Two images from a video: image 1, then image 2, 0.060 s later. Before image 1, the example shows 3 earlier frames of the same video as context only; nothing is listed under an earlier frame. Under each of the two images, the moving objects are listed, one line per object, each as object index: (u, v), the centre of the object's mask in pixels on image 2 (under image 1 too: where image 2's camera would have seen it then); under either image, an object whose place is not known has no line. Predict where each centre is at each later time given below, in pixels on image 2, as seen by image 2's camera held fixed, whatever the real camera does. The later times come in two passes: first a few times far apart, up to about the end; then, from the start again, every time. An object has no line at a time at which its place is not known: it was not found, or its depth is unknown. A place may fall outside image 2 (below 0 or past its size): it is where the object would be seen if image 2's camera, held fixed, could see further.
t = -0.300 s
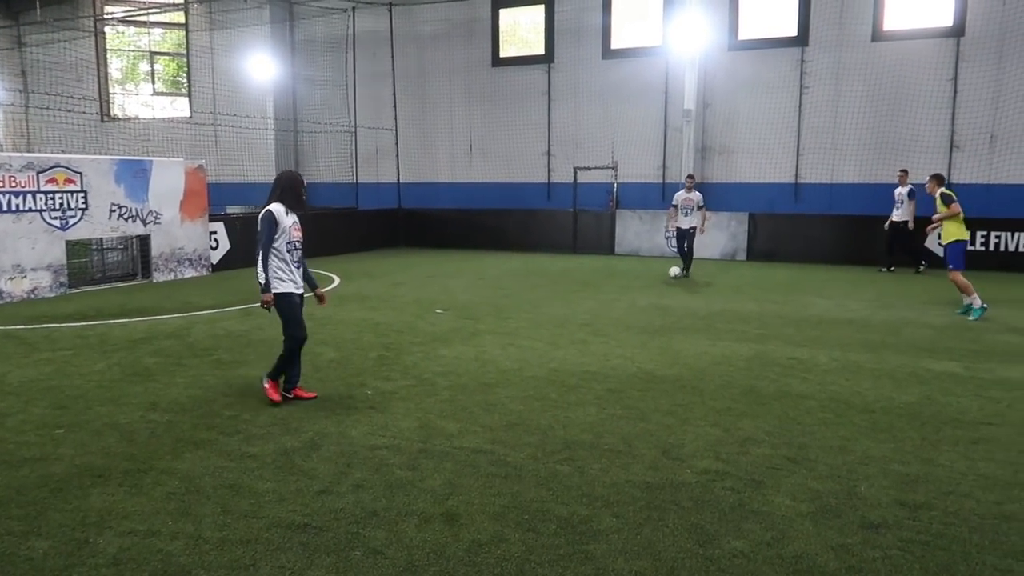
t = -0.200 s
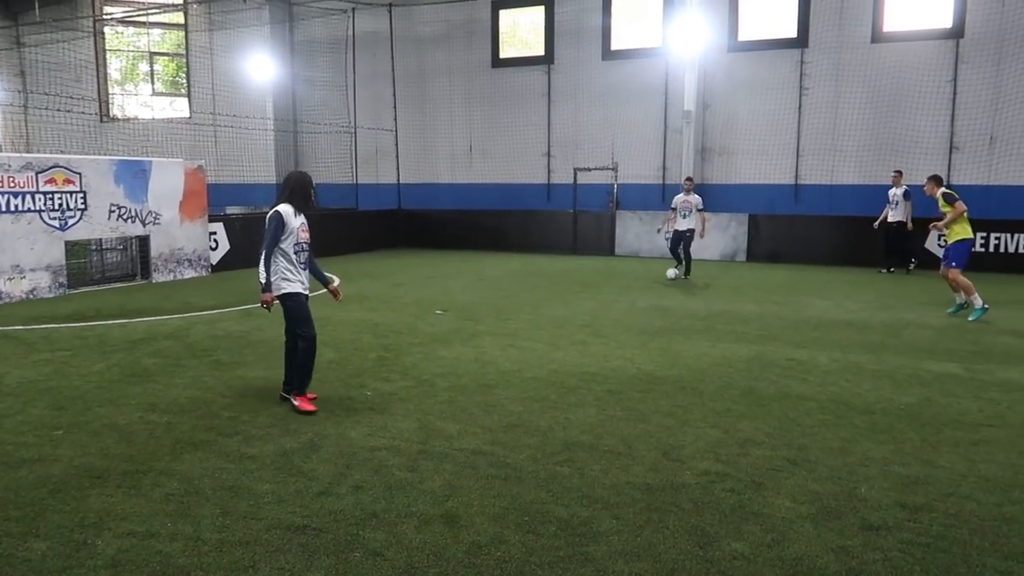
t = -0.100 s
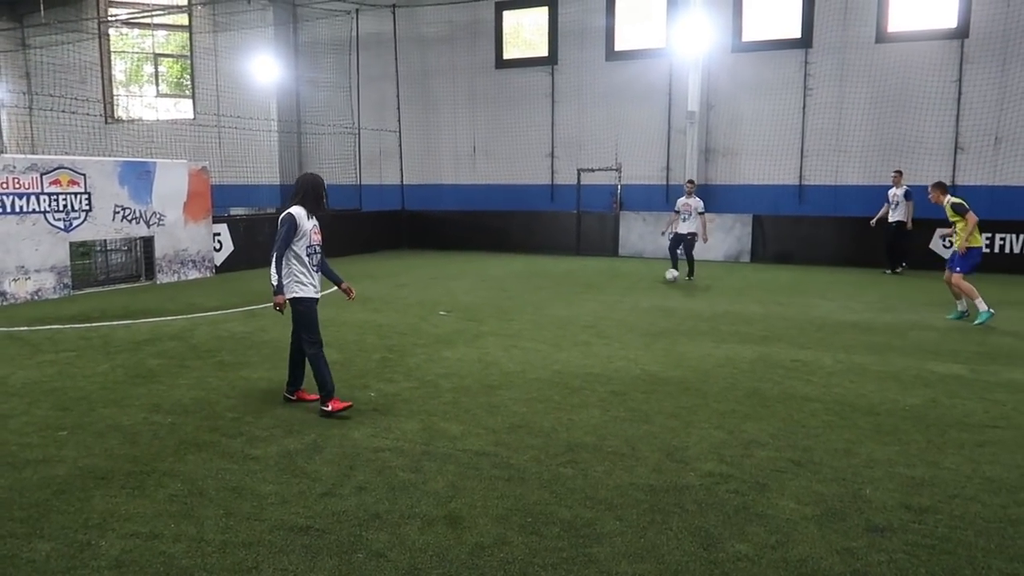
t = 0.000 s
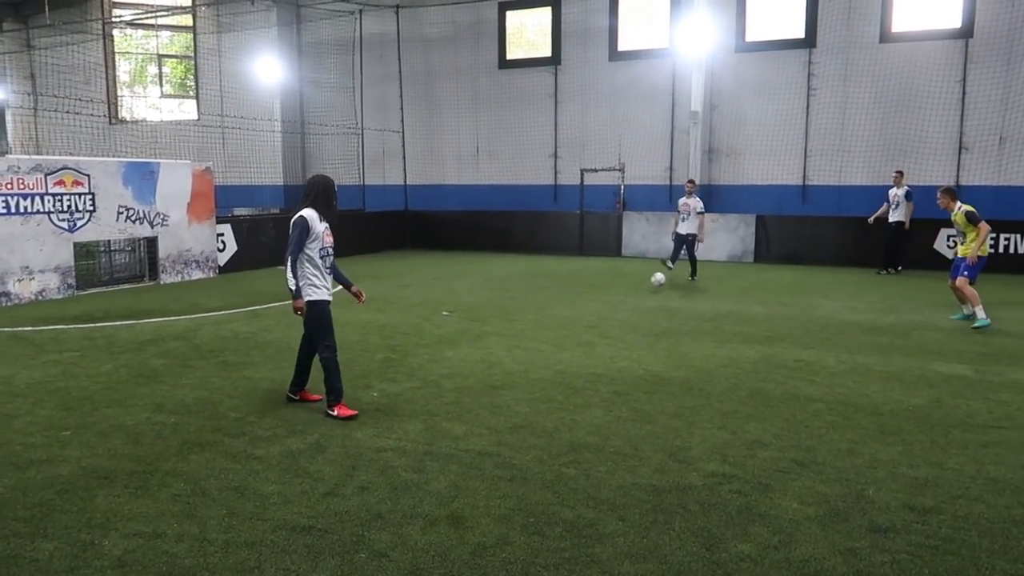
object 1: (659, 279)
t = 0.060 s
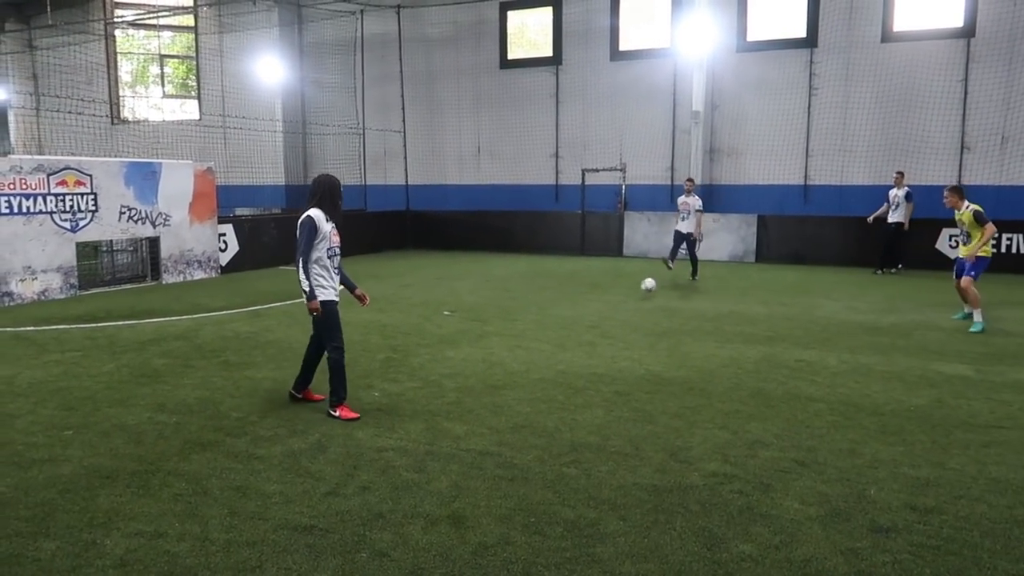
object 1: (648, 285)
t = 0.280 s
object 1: (602, 309)
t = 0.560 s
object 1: (529, 351)
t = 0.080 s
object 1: (644, 287)
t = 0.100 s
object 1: (640, 291)
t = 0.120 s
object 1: (635, 294)
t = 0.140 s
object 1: (631, 299)
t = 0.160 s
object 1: (627, 302)
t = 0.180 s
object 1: (624, 302)
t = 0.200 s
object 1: (619, 303)
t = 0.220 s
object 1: (616, 304)
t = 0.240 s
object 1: (611, 305)
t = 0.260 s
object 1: (607, 307)
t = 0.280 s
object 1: (602, 309)
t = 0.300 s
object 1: (598, 312)
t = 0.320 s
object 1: (593, 316)
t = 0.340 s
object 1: (588, 320)
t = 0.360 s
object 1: (583, 325)
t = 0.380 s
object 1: (578, 329)
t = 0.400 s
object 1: (573, 331)
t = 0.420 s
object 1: (568, 332)
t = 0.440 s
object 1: (563, 332)
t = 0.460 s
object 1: (558, 334)
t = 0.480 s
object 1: (552, 336)
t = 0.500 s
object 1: (547, 340)
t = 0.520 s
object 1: (541, 343)
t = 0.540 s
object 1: (535, 347)
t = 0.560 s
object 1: (529, 351)
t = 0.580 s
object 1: (522, 357)
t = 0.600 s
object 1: (515, 363)
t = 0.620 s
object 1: (509, 369)
